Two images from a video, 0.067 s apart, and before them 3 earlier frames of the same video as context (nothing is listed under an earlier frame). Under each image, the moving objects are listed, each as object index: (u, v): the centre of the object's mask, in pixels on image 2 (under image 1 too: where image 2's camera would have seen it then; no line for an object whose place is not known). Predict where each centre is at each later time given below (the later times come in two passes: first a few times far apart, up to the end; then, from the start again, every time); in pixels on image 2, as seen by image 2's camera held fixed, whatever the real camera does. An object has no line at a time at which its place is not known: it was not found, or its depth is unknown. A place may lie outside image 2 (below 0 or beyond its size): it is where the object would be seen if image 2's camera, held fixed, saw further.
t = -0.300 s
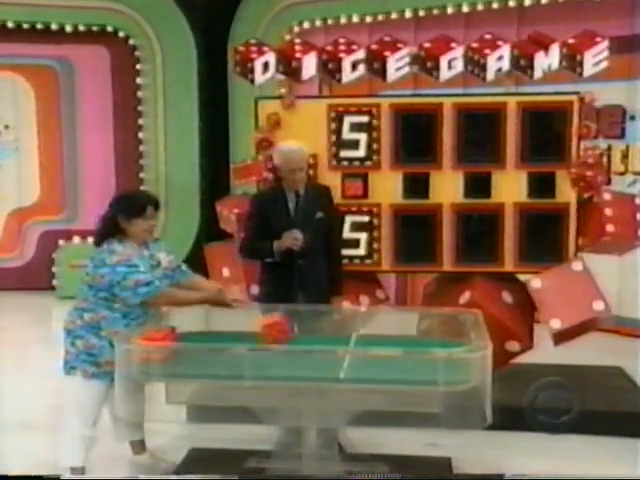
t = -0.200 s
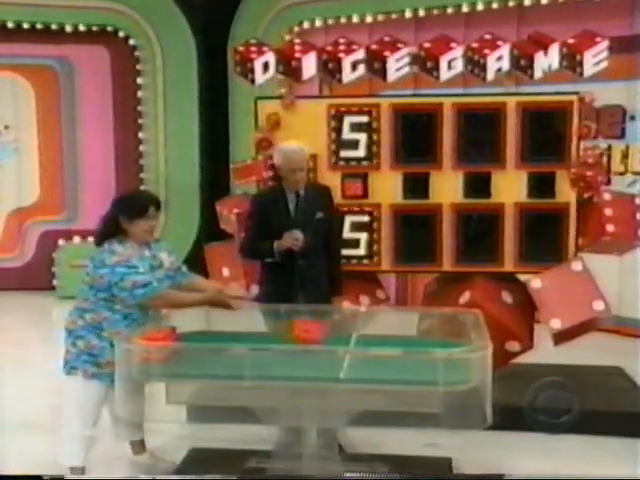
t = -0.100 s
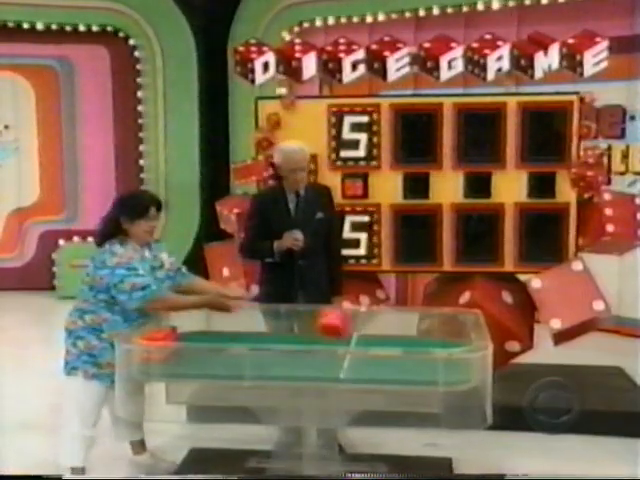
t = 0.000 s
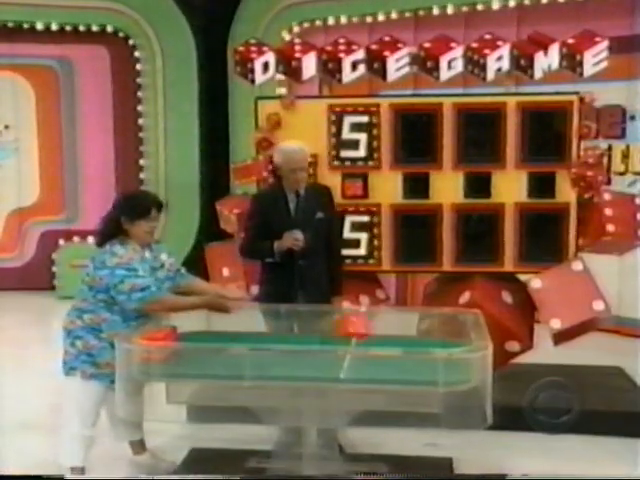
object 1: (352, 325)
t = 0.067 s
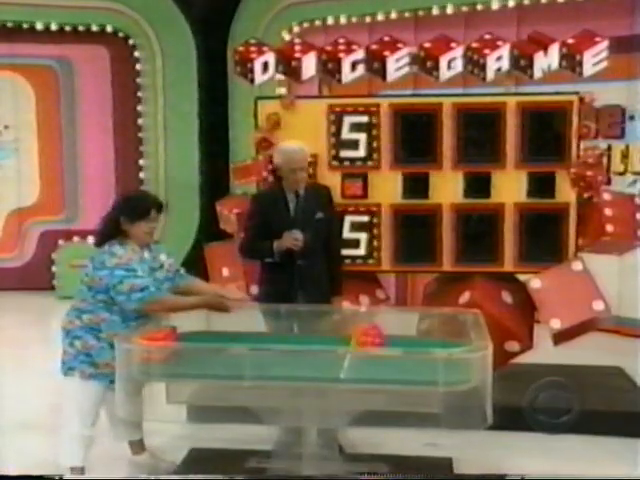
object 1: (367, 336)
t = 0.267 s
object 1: (408, 332)
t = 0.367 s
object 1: (421, 334)
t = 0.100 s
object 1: (376, 336)
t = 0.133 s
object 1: (385, 334)
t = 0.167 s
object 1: (390, 332)
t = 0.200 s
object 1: (397, 330)
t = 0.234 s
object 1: (403, 330)
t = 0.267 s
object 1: (408, 332)
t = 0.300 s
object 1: (414, 334)
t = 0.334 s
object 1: (417, 333)
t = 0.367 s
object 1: (421, 334)
